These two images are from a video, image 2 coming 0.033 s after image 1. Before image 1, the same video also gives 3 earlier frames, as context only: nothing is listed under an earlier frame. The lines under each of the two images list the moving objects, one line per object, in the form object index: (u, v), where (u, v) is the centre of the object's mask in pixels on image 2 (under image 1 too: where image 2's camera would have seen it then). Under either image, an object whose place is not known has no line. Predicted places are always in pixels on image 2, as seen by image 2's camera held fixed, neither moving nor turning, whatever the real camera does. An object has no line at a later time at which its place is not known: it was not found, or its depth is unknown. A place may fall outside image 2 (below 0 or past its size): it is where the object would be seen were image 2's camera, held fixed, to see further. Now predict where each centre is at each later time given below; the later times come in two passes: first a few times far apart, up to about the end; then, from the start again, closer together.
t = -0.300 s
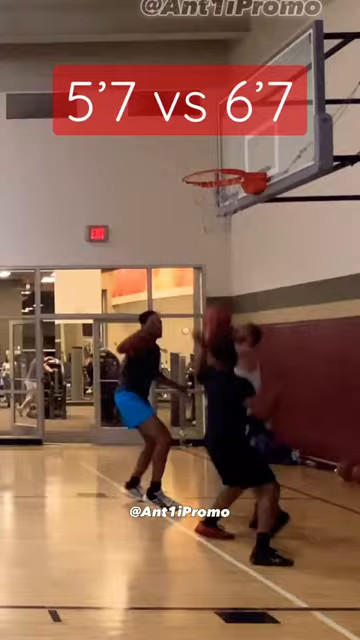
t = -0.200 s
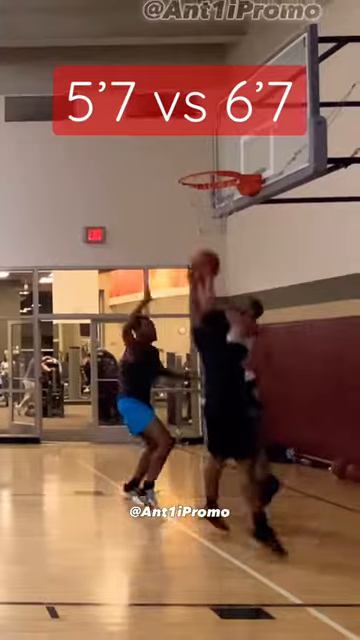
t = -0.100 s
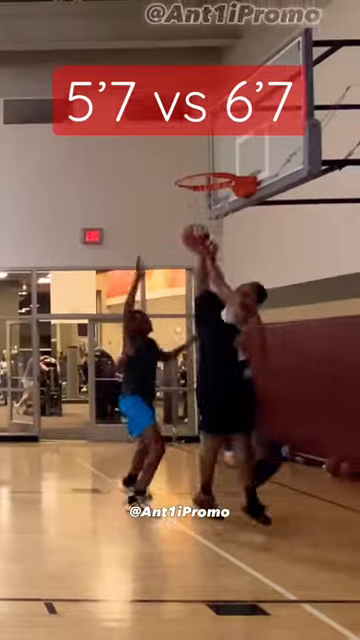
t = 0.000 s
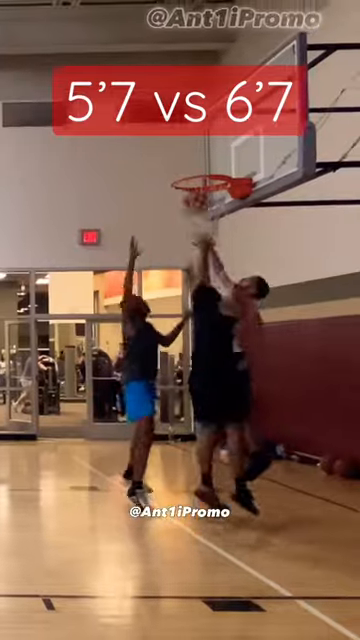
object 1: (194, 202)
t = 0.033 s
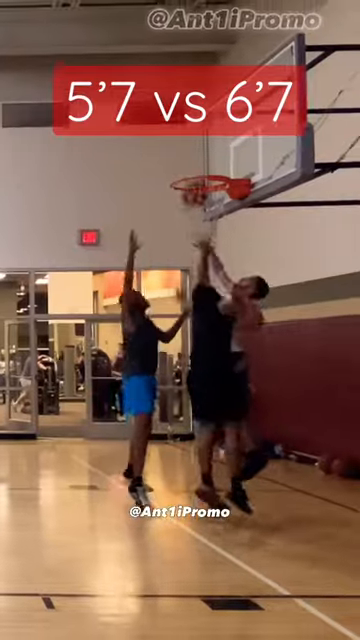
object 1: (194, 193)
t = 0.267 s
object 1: (205, 158)
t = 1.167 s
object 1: (213, 271)
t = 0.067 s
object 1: (197, 185)
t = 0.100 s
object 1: (198, 179)
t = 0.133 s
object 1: (199, 172)
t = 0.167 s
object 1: (201, 166)
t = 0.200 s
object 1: (202, 163)
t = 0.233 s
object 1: (203, 160)
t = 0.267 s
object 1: (205, 158)
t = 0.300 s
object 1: (206, 158)
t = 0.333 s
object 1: (207, 158)
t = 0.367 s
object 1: (209, 159)
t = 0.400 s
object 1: (210, 162)
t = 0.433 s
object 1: (212, 165)
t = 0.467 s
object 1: (213, 171)
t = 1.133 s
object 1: (210, 258)
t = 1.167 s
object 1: (213, 271)
